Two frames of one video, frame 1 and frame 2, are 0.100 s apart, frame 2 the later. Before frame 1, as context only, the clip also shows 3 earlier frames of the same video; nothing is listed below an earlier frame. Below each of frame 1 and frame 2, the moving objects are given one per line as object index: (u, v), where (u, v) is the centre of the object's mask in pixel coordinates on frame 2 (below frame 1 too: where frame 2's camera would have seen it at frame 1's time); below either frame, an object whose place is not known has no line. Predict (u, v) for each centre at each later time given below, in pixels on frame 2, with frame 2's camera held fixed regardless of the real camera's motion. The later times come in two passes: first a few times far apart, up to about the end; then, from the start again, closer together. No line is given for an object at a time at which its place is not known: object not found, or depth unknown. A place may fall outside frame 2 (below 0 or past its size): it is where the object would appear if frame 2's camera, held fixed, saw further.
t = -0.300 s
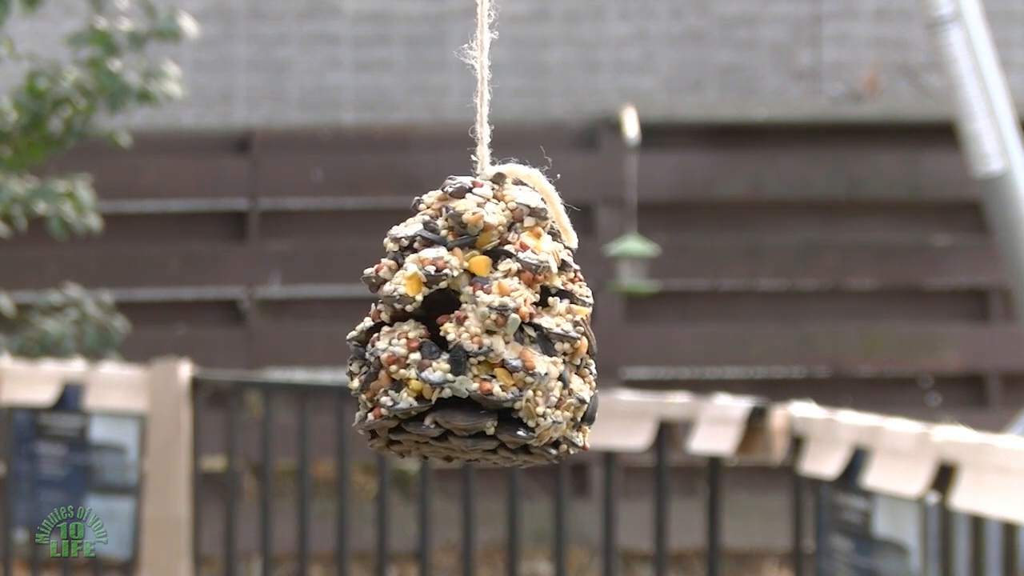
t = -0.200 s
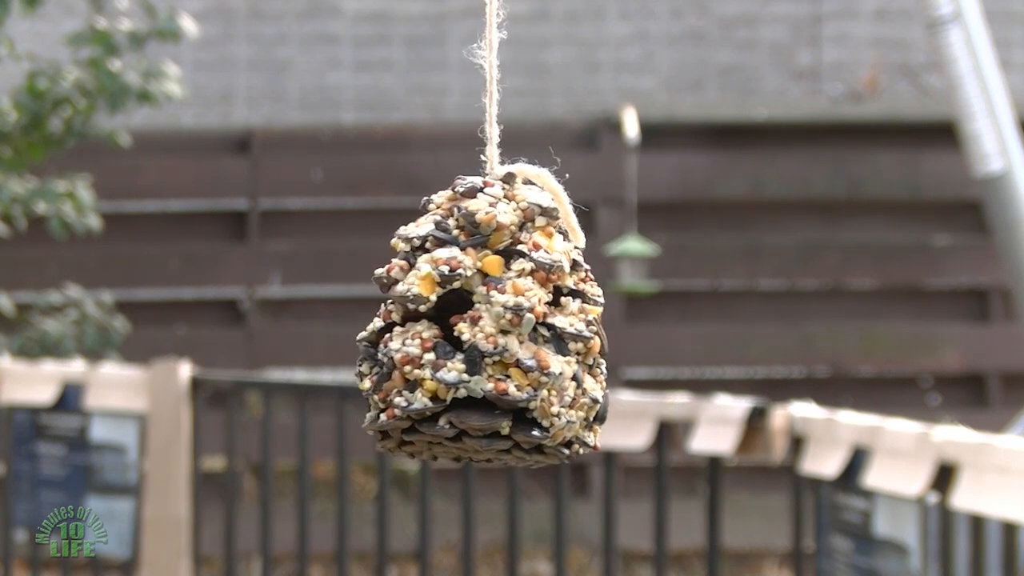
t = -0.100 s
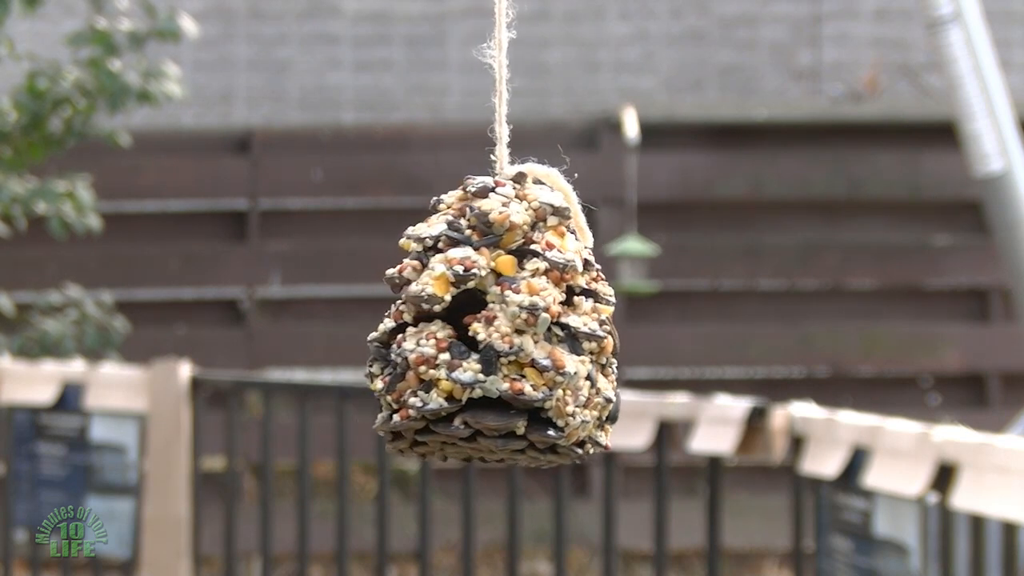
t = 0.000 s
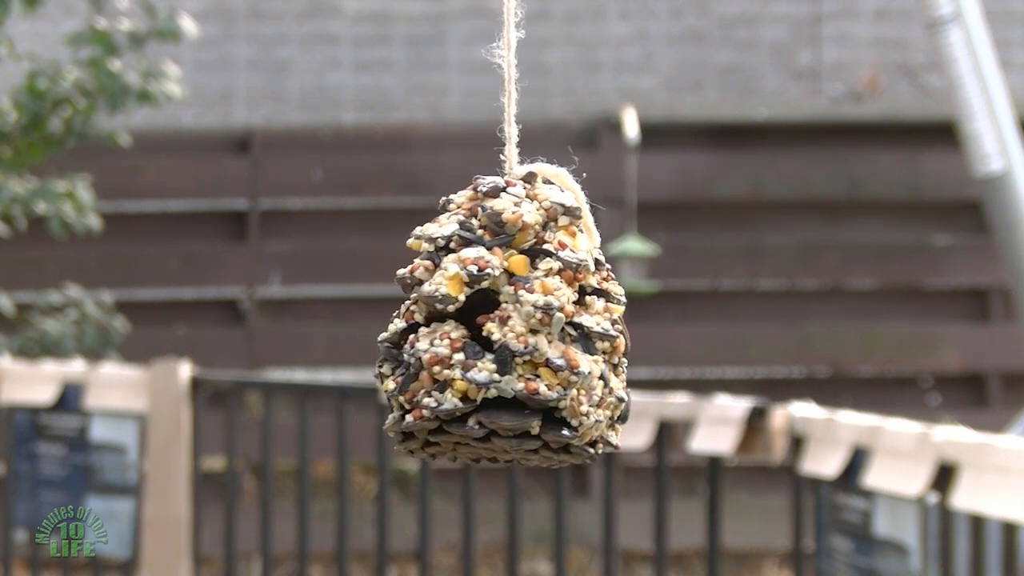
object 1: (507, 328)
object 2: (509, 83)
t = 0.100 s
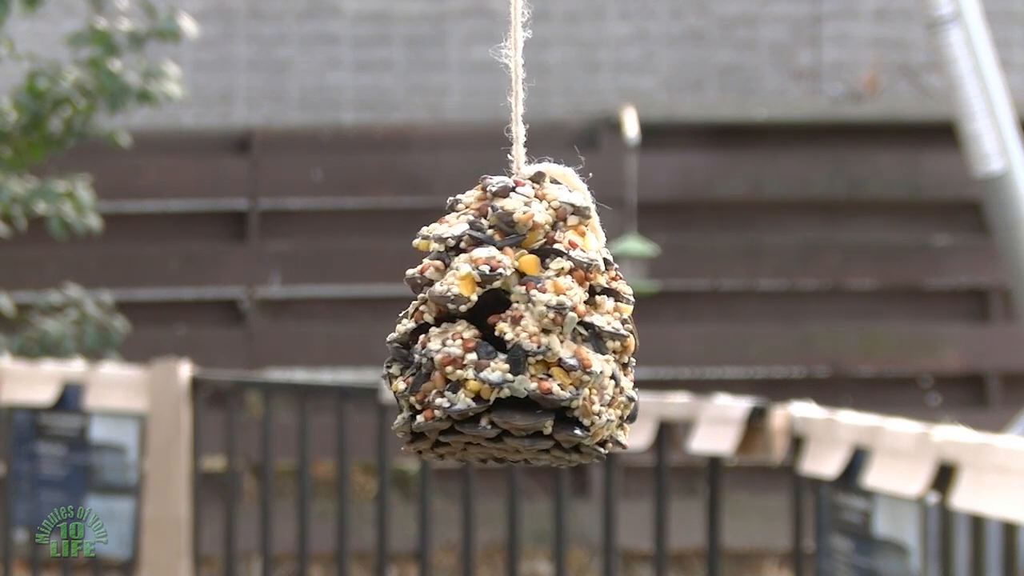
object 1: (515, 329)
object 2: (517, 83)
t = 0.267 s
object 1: (520, 328)
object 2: (522, 83)
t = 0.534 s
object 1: (512, 330)
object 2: (514, 85)
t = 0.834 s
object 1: (482, 330)
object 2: (487, 86)
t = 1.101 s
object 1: (463, 329)
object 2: (470, 85)
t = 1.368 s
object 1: (466, 328)
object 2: (472, 84)
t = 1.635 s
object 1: (490, 331)
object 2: (494, 85)
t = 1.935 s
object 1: (516, 331)
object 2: (519, 84)
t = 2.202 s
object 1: (518, 331)
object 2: (521, 85)
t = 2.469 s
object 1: (497, 334)
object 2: (503, 88)
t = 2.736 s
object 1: (470, 333)
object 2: (478, 87)
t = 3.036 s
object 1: (458, 333)
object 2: (466, 87)
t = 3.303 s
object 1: (474, 334)
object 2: (480, 88)
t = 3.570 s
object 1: (502, 334)
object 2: (506, 89)
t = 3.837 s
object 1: (520, 333)
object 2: (522, 88)
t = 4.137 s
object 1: (511, 333)
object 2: (514, 93)
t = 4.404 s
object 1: (485, 332)
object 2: (490, 92)
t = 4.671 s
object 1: (464, 333)
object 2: (471, 94)
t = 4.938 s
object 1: (464, 333)
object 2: (470, 93)
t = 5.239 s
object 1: (488, 332)
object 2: (491, 91)
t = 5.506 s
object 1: (514, 332)
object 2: (515, 91)
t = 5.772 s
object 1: (522, 333)
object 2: (523, 92)
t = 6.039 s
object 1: (506, 334)
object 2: (508, 91)
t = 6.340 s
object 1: (475, 332)
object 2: (480, 93)
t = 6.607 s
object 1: (463, 333)
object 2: (469, 94)
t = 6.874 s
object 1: (474, 334)
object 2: (479, 94)
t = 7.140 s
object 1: (500, 334)
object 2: (503, 93)
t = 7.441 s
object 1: (521, 333)
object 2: (523, 94)
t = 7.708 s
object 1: (515, 333)
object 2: (518, 93)
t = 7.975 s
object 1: (490, 334)
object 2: (496, 96)
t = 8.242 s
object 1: (467, 334)
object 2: (475, 96)
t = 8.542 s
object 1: (463, 334)
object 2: (472, 95)
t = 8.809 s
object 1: (483, 332)
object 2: (490, 95)
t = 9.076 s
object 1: (509, 332)
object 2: (513, 93)
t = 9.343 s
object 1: (519, 333)
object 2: (522, 85)
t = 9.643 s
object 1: (502, 332)
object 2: (506, 86)
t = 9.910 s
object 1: (475, 331)
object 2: (482, 86)
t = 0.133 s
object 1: (516, 328)
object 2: (518, 82)
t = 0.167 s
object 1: (518, 328)
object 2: (519, 83)
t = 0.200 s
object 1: (520, 330)
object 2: (521, 84)
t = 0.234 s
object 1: (520, 328)
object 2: (521, 83)
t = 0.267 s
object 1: (520, 328)
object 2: (522, 83)
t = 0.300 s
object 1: (522, 329)
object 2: (523, 84)
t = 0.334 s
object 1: (521, 328)
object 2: (522, 83)
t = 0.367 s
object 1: (520, 328)
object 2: (521, 83)
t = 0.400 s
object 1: (519, 328)
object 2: (521, 83)
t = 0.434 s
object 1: (519, 330)
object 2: (520, 85)
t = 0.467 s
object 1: (517, 330)
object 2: (518, 85)
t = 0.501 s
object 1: (513, 329)
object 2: (516, 84)
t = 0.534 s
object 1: (512, 330)
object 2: (514, 85)
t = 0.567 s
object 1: (508, 329)
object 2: (511, 84)
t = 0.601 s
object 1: (506, 330)
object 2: (509, 86)
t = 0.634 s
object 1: (502, 328)
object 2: (505, 84)
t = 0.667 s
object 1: (499, 328)
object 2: (503, 84)
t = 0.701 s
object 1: (495, 329)
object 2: (499, 84)
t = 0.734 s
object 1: (493, 330)
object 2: (497, 87)
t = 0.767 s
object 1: (489, 330)
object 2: (493, 86)
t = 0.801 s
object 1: (485, 328)
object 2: (490, 84)
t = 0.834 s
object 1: (482, 330)
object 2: (487, 86)
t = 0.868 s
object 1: (479, 330)
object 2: (484, 86)
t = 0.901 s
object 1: (476, 330)
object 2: (481, 85)
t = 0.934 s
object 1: (472, 328)
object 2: (478, 83)
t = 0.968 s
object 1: (471, 330)
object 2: (476, 86)
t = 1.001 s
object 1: (467, 328)
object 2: (473, 84)
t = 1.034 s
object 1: (465, 328)
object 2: (471, 84)
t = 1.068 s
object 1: (463, 328)
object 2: (470, 83)
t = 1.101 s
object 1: (463, 329)
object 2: (470, 85)
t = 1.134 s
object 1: (462, 330)
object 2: (469, 85)
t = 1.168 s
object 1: (461, 328)
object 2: (467, 84)
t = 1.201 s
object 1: (462, 330)
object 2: (468, 86)
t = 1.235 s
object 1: (461, 328)
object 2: (467, 84)
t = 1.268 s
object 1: (462, 330)
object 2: (469, 85)
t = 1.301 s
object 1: (463, 330)
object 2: (470, 85)
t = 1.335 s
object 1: (464, 329)
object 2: (470, 84)
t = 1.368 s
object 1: (466, 328)
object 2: (472, 84)
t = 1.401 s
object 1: (469, 330)
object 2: (475, 85)
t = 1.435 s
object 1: (472, 330)
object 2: (477, 85)
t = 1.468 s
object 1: (474, 330)
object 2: (479, 85)
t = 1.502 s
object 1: (477, 331)
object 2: (482, 85)
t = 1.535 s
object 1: (479, 329)
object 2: (484, 83)
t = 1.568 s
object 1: (482, 329)
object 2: (487, 84)
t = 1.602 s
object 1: (486, 329)
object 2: (490, 83)
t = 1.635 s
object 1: (490, 331)
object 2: (494, 85)
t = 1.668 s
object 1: (494, 331)
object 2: (498, 85)
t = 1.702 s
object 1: (496, 330)
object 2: (500, 84)
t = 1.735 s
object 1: (500, 330)
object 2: (503, 83)
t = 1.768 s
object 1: (503, 330)
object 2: (506, 83)
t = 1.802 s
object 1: (507, 332)
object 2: (510, 85)
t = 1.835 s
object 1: (510, 332)
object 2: (513, 84)
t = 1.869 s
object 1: (511, 330)
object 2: (514, 83)
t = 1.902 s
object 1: (514, 331)
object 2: (517, 84)
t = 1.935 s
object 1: (516, 331)
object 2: (519, 84)
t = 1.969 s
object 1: (517, 331)
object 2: (520, 85)
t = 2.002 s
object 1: (520, 333)
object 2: (522, 86)
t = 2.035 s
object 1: (520, 331)
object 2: (522, 85)
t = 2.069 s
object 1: (521, 333)
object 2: (523, 86)
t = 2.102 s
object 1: (520, 331)
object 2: (523, 84)
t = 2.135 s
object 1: (521, 333)
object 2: (523, 86)
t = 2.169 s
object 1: (519, 332)
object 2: (522, 85)
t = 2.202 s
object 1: (518, 331)
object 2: (521, 85)
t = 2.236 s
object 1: (516, 332)
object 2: (519, 85)
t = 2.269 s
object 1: (514, 332)
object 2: (518, 86)
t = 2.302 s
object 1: (513, 334)
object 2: (517, 87)
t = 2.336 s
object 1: (510, 334)
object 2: (514, 87)
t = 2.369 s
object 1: (507, 333)
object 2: (511, 86)
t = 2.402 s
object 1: (503, 332)
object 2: (508, 87)
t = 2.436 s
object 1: (501, 334)
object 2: (506, 88)
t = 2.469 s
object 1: (497, 334)
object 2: (503, 88)
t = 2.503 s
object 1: (494, 334)
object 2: (499, 88)
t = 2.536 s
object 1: (490, 332)
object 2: (496, 86)
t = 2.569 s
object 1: (487, 333)
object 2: (493, 88)
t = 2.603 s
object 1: (483, 333)
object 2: (489, 88)
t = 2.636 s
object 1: (480, 333)
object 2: (486, 88)
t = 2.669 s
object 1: (476, 333)
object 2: (483, 87)
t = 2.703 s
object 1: (473, 333)
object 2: (480, 88)
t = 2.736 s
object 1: (470, 333)
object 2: (478, 87)
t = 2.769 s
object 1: (466, 331)
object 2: (474, 86)
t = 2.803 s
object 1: (465, 333)
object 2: (473, 87)
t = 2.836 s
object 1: (463, 332)
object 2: (471, 87)
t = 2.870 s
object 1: (461, 332)
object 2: (469, 87)
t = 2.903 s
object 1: (459, 332)
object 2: (467, 87)
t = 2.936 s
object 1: (459, 333)
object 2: (467, 88)
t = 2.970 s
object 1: (458, 333)
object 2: (467, 87)
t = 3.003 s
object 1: (458, 333)
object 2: (466, 88)
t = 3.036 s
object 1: (458, 333)
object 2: (466, 87)
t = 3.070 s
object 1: (459, 333)
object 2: (467, 88)
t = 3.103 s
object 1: (460, 333)
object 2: (468, 88)
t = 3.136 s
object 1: (460, 332)
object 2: (468, 87)
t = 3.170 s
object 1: (463, 333)
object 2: (471, 88)
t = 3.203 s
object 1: (466, 333)
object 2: (473, 88)
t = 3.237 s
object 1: (467, 332)
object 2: (474, 86)
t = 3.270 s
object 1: (470, 332)
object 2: (476, 87)
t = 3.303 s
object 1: (474, 334)
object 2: (480, 88)
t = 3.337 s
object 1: (477, 334)
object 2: (483, 88)
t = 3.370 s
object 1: (481, 334)
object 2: (486, 89)
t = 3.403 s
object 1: (484, 334)
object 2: (489, 89)
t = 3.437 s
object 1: (488, 333)
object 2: (492, 87)
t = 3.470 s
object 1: (490, 332)
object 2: (495, 87)
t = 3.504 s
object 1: (495, 334)
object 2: (499, 89)
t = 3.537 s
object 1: (499, 334)
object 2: (502, 88)
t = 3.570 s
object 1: (502, 334)
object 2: (506, 89)
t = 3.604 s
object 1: (504, 332)
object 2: (508, 87)
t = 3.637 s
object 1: (509, 334)
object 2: (511, 88)
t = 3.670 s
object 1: (510, 332)
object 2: (513, 87)
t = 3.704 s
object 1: (514, 334)
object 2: (516, 89)
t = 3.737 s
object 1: (515, 332)
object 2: (517, 88)
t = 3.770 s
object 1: (518, 334)
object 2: (520, 89)
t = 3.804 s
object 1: (520, 334)
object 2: (522, 88)
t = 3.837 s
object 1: (520, 333)
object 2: (522, 88)
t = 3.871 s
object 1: (520, 332)
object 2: (522, 88)
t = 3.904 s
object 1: (520, 332)
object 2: (522, 88)
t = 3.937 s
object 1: (522, 334)
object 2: (524, 92)
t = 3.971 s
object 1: (520, 332)
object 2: (522, 88)
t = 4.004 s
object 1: (519, 332)
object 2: (521, 91)
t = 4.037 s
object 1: (518, 334)
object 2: (521, 92)
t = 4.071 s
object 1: (516, 332)
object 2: (518, 92)
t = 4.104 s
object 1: (515, 334)
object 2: (517, 92)
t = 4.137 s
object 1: (511, 333)
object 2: (514, 93)
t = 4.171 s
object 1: (508, 332)
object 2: (512, 92)
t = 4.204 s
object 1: (505, 332)
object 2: (509, 92)
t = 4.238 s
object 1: (503, 334)
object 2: (507, 94)
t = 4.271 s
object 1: (499, 332)
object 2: (503, 92)
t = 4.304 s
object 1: (497, 334)
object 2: (501, 94)
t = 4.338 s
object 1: (493, 334)
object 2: (498, 94)
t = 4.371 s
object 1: (488, 332)
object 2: (493, 92)
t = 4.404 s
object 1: (485, 332)
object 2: (490, 92)
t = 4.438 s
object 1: (483, 333)
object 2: (488, 94)
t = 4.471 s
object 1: (479, 333)
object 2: (485, 94)
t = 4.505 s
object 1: (476, 333)
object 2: (482, 94)
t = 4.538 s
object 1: (473, 332)
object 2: (479, 92)
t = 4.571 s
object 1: (471, 333)
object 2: (477, 94)
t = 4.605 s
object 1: (467, 332)
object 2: (474, 92)
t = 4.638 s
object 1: (465, 332)
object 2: (472, 93)
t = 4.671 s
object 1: (464, 333)
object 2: (471, 94)
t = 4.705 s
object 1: (462, 332)
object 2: (469, 92)
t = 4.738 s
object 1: (461, 333)
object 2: (468, 93)
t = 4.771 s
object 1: (462, 333)
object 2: (468, 93)
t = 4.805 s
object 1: (460, 332)
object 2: (467, 92)
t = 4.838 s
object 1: (461, 333)
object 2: (468, 93)
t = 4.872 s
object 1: (461, 332)
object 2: (467, 92)
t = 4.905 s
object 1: (463, 333)
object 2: (469, 94)
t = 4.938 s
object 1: (464, 333)
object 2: (470, 93)
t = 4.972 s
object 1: (465, 332)
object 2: (471, 92)
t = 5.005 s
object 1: (468, 334)
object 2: (473, 92)
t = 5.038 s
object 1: (470, 334)
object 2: (476, 94)
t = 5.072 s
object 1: (473, 334)
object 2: (478, 91)
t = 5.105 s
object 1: (475, 332)
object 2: (480, 92)
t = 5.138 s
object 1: (479, 334)
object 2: (483, 92)
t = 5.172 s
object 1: (482, 332)
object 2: (485, 91)
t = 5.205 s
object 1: (486, 334)
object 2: (489, 93)
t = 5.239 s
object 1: (488, 332)
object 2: (491, 91)
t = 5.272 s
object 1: (492, 333)
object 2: (495, 92)
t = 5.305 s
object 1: (496, 332)
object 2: (498, 89)
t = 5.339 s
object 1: (499, 332)
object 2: (501, 92)
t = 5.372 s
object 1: (503, 334)
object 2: (505, 92)
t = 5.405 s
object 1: (506, 332)
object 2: (507, 90)
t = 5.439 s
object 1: (508, 332)
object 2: (510, 91)
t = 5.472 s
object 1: (512, 332)
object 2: (513, 89)
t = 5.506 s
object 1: (514, 332)
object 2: (515, 91)
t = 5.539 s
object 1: (516, 332)
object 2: (517, 89)
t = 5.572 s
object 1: (519, 333)
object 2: (520, 91)
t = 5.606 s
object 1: (520, 332)
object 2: (520, 90)
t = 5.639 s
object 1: (522, 333)
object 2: (522, 90)
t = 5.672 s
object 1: (521, 332)
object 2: (522, 90)
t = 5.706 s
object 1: (522, 332)
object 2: (522, 91)
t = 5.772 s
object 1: (522, 333)
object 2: (523, 92)
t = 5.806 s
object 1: (522, 333)
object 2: (522, 91)
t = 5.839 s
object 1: (520, 333)
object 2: (521, 92)
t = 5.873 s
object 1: (518, 332)
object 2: (519, 90)
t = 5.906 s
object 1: (516, 332)
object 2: (517, 89)
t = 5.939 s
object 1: (514, 333)
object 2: (516, 91)
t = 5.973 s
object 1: (511, 332)
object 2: (513, 91)
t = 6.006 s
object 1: (509, 333)
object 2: (511, 92)
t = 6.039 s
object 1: (506, 334)
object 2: (508, 91)
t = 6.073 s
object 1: (501, 332)
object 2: (504, 91)
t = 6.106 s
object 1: (498, 332)
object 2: (501, 90)
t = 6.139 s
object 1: (495, 332)
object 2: (498, 91)
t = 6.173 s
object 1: (492, 333)
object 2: (496, 92)
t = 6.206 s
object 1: (489, 333)
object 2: (493, 92)
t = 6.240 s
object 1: (484, 332)
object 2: (489, 92)
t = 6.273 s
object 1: (481, 332)
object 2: (485, 90)
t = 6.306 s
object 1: (479, 333)
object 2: (484, 93)
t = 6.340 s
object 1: (475, 332)
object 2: (480, 93)
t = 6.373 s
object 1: (472, 332)
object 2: (478, 92)
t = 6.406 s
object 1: (469, 332)
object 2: (475, 93)
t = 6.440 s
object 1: (468, 334)
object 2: (474, 92)
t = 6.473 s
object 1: (466, 333)
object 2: (472, 93)
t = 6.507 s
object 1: (464, 332)
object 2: (470, 92)
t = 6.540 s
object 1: (464, 333)
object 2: (470, 92)
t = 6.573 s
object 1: (462, 332)
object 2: (469, 93)
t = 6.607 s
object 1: (463, 333)
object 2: (469, 94)
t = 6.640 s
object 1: (463, 333)
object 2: (469, 93)
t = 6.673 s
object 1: (463, 332)
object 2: (469, 91)
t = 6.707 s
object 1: (464, 334)
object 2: (470, 94)
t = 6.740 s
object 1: (465, 332)
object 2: (471, 93)
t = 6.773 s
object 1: (467, 334)
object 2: (473, 92)
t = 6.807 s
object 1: (469, 334)
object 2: (475, 94)
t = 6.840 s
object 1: (471, 333)
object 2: (476, 91)
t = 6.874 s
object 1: (474, 334)
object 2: (479, 94)
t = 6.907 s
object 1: (477, 334)
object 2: (481, 94)
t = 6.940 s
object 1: (479, 332)
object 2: (484, 92)
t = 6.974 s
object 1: (482, 333)
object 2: (486, 91)
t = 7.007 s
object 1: (486, 332)
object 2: (489, 92)
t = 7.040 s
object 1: (490, 334)
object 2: (494, 93)
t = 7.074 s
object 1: (493, 332)
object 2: (496, 91)
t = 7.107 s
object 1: (496, 332)
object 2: (499, 92)
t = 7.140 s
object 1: (500, 334)
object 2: (503, 93)
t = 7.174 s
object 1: (503, 332)
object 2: (505, 92)
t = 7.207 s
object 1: (506, 332)
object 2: (508, 91)
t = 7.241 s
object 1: (509, 332)
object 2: (511, 92)
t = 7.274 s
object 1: (512, 332)
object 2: (514, 92)
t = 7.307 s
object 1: (515, 334)
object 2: (517, 92)
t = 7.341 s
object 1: (516, 332)
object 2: (518, 92)
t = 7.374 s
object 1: (518, 332)
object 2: (520, 92)
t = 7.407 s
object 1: (520, 332)
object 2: (521, 92)
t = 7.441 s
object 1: (521, 333)
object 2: (523, 94)
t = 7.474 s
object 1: (521, 333)
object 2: (523, 94)
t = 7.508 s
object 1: (521, 333)
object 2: (523, 94)
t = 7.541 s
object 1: (521, 333)
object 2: (523, 92)
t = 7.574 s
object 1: (521, 333)
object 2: (523, 93)
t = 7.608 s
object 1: (521, 333)
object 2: (522, 92)
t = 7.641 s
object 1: (519, 333)
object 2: (521, 93)
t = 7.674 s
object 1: (517, 334)
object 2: (520, 93)
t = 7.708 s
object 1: (515, 333)
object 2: (518, 93)
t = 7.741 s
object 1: (512, 333)
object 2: (515, 94)
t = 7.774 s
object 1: (509, 333)
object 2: (513, 94)
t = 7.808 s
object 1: (507, 334)
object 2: (511, 95)
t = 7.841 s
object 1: (503, 333)
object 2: (508, 94)
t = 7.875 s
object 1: (500, 333)
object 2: (505, 94)
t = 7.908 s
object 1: (497, 333)
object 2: (502, 94)
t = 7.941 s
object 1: (493, 333)
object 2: (499, 94)
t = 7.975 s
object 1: (490, 334)
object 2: (496, 96)
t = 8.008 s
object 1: (487, 334)
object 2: (493, 95)
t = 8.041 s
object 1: (483, 332)
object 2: (489, 94)
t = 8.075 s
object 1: (479, 332)
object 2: (486, 95)
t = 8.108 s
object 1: (477, 334)
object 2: (484, 96)
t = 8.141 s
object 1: (473, 333)
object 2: (481, 95)
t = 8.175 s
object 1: (470, 333)
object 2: (478, 95)
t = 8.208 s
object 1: (468, 333)
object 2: (476, 95)
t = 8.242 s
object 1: (467, 334)
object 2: (475, 96)
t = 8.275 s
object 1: (465, 334)
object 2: (473, 96)
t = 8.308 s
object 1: (463, 332)
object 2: (471, 94)
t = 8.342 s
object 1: (462, 334)
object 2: (471, 96)
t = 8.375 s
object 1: (461, 334)
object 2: (470, 96)
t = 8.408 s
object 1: (461, 334)
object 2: (470, 96)
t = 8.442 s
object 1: (461, 334)
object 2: (470, 96)
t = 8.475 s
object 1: (461, 333)
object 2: (470, 95)
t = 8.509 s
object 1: (462, 334)
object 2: (471, 96)
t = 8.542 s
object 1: (463, 334)
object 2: (472, 95)
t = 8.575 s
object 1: (465, 334)
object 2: (474, 96)
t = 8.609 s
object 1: (466, 333)
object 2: (474, 95)
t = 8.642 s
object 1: (469, 334)
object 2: (477, 96)
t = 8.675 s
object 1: (472, 334)
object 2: (480, 96)
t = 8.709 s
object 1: (475, 334)
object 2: (482, 96)
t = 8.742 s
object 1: (477, 333)
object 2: (484, 95)
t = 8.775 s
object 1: (481, 334)
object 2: (488, 95)
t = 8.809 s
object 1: (483, 332)
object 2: (490, 95)
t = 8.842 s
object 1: (487, 334)
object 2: (494, 96)
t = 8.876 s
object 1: (490, 333)
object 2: (496, 94)
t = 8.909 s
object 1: (494, 334)
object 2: (500, 95)
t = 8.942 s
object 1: (497, 332)
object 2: (502, 94)
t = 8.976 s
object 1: (501, 333)
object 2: (506, 95)
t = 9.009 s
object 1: (504, 333)
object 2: (509, 95)
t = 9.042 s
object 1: (506, 332)
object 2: (511, 94)
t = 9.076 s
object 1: (509, 332)
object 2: (513, 93)
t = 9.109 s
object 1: (511, 332)
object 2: (515, 86)
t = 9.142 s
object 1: (513, 332)
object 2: (516, 85)
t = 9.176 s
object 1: (516, 334)
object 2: (519, 87)
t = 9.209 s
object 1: (516, 332)
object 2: (520, 85)
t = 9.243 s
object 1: (518, 332)
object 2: (521, 85)
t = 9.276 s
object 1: (518, 332)
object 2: (521, 85)
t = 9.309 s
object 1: (518, 332)
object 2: (521, 86)
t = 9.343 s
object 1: (519, 333)
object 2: (522, 85)
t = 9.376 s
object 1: (519, 333)
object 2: (522, 86)
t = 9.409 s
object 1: (517, 332)
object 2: (521, 85)
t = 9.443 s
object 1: (516, 332)
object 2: (519, 85)
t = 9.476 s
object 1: (514, 332)
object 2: (518, 85)
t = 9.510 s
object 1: (513, 333)
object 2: (517, 86)
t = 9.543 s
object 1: (510, 332)
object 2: (514, 85)
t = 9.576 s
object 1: (508, 333)
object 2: (513, 87)
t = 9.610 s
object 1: (505, 331)
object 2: (509, 86)
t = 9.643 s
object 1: (502, 332)
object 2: (506, 86)
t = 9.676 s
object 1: (499, 333)
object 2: (505, 87)
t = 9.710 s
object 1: (496, 333)
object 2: (501, 88)
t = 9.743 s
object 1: (492, 331)
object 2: (497, 86)
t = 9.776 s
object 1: (488, 331)
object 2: (495, 86)
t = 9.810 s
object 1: (486, 333)
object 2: (492, 88)
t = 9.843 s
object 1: (481, 331)
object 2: (488, 86)
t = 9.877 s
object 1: (479, 332)
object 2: (485, 87)
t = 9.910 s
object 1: (475, 331)
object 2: (482, 86)
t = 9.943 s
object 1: (472, 330)
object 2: (479, 86)
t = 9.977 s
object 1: (470, 332)
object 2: (477, 87)
